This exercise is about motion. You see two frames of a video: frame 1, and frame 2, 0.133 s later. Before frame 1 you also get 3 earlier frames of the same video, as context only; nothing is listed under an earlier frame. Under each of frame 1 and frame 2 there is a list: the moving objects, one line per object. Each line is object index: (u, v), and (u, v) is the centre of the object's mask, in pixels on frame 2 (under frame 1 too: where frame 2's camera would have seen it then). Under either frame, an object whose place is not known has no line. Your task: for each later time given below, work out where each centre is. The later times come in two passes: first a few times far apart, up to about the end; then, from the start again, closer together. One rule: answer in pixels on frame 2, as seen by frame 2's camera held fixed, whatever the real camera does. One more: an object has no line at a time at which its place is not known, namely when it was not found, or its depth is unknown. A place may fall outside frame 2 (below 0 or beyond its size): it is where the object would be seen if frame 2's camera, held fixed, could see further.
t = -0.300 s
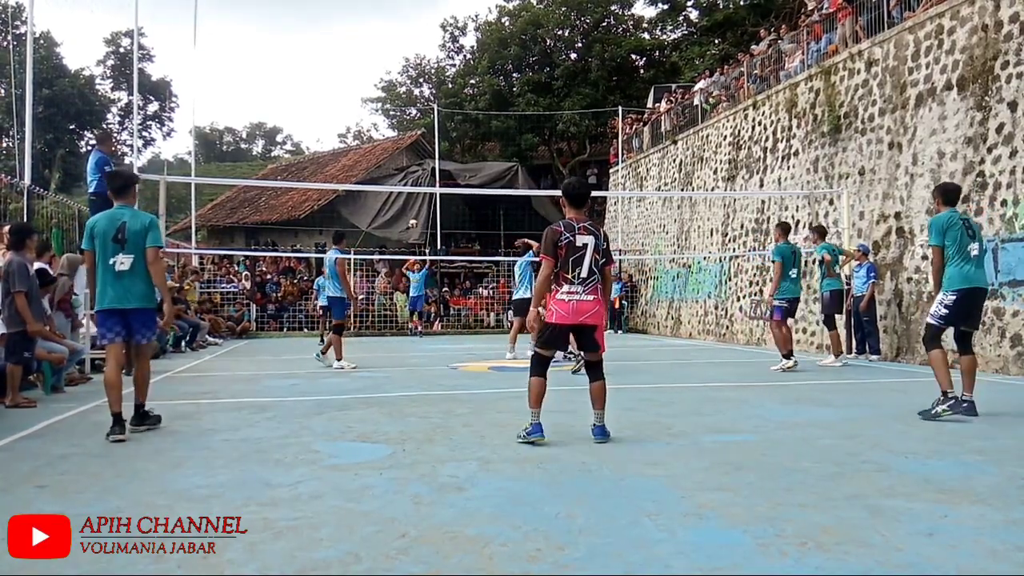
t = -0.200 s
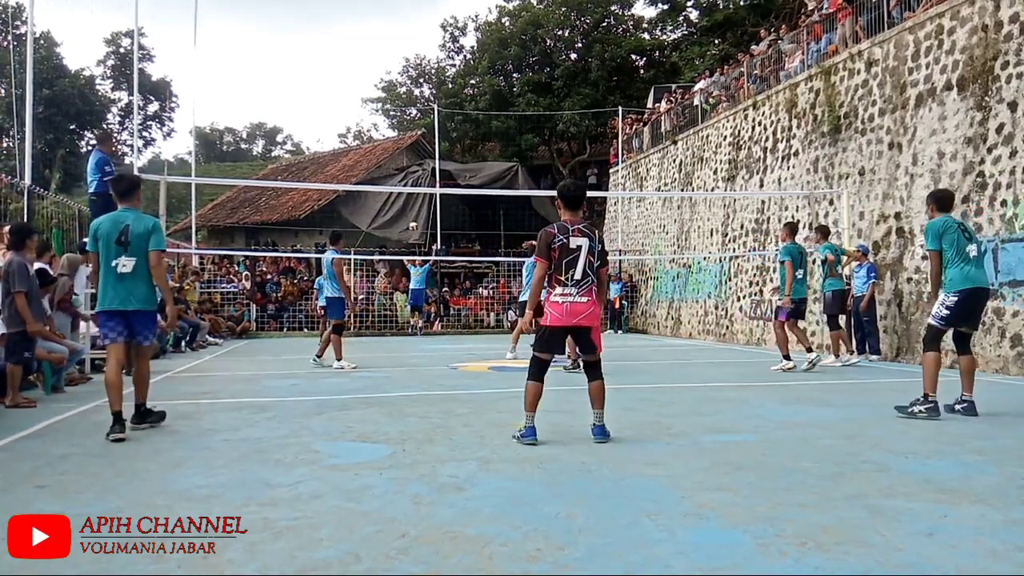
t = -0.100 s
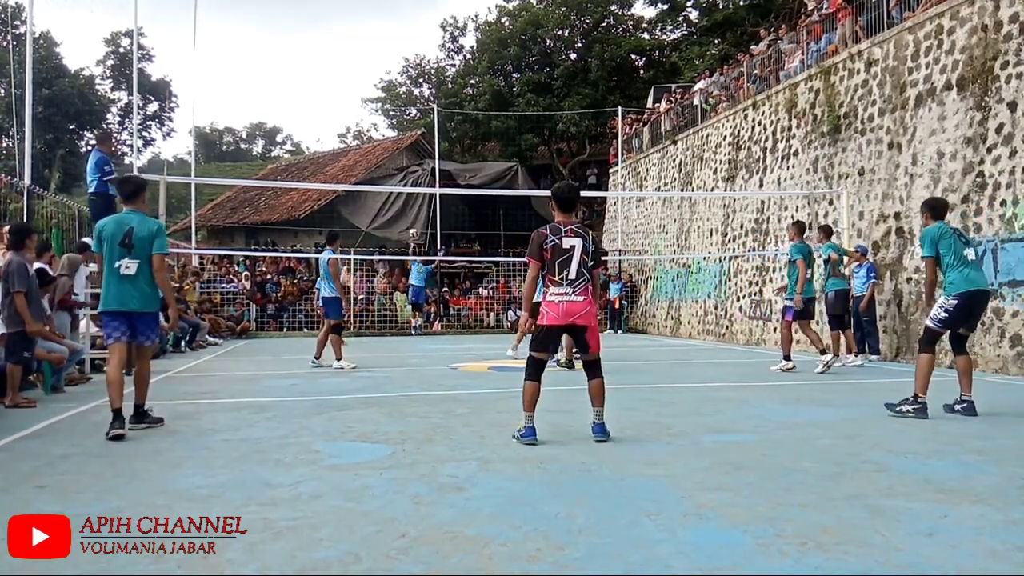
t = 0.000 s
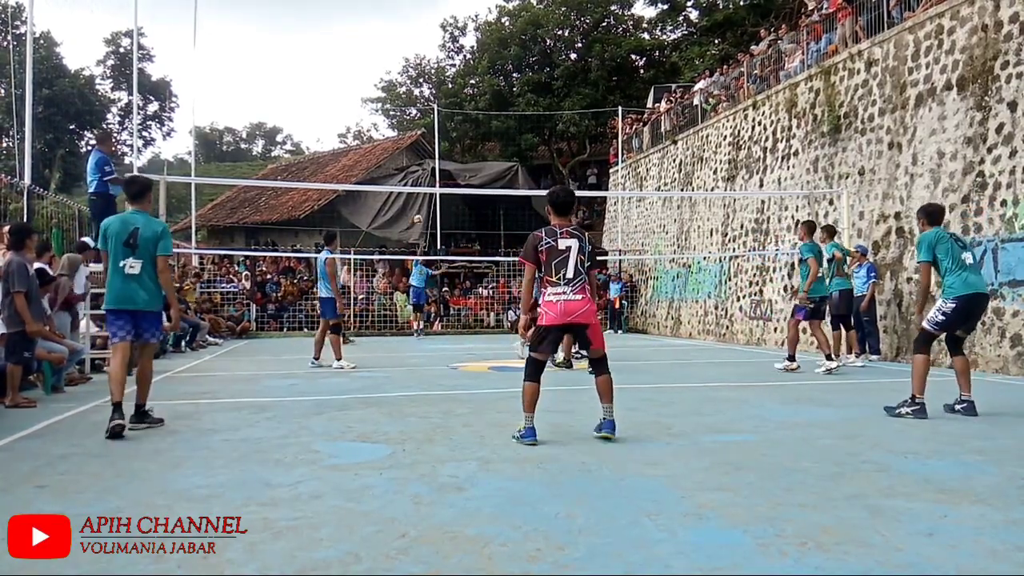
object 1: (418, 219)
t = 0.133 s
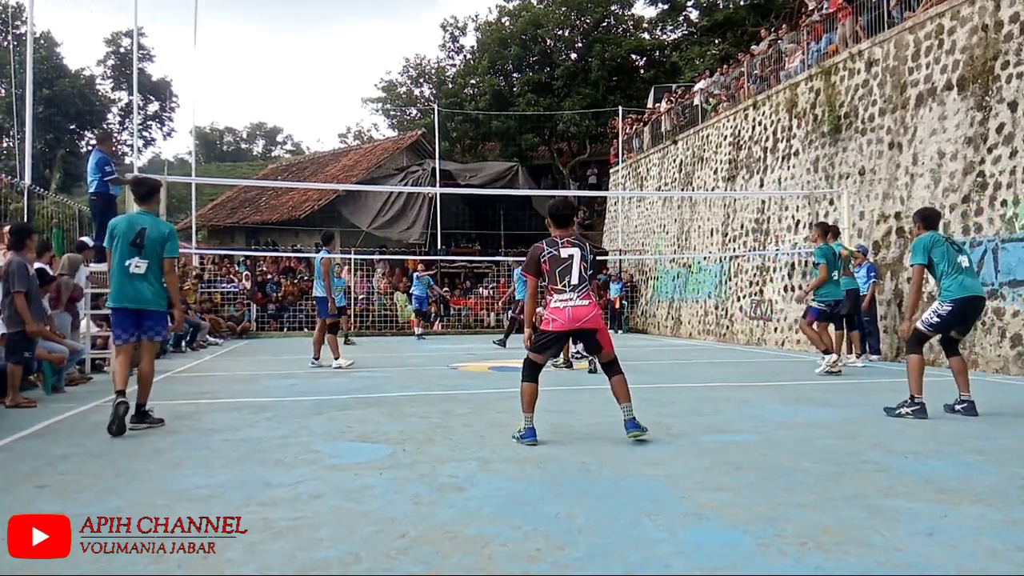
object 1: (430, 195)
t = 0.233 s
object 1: (439, 173)
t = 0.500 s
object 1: (474, 143)
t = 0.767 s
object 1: (528, 159)
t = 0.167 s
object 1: (431, 183)
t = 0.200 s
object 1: (435, 179)
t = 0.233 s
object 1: (439, 173)
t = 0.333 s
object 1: (451, 157)
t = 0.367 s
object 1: (455, 154)
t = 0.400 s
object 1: (460, 150)
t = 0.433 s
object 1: (464, 147)
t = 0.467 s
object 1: (469, 145)
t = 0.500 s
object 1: (474, 143)
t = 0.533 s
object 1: (479, 142)
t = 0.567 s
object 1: (485, 143)
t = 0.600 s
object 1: (491, 144)
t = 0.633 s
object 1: (498, 145)
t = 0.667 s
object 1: (505, 147)
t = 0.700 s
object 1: (512, 150)
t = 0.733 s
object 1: (520, 154)
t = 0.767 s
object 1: (528, 159)
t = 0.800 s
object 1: (537, 165)
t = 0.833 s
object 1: (547, 172)
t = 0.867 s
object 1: (558, 180)
